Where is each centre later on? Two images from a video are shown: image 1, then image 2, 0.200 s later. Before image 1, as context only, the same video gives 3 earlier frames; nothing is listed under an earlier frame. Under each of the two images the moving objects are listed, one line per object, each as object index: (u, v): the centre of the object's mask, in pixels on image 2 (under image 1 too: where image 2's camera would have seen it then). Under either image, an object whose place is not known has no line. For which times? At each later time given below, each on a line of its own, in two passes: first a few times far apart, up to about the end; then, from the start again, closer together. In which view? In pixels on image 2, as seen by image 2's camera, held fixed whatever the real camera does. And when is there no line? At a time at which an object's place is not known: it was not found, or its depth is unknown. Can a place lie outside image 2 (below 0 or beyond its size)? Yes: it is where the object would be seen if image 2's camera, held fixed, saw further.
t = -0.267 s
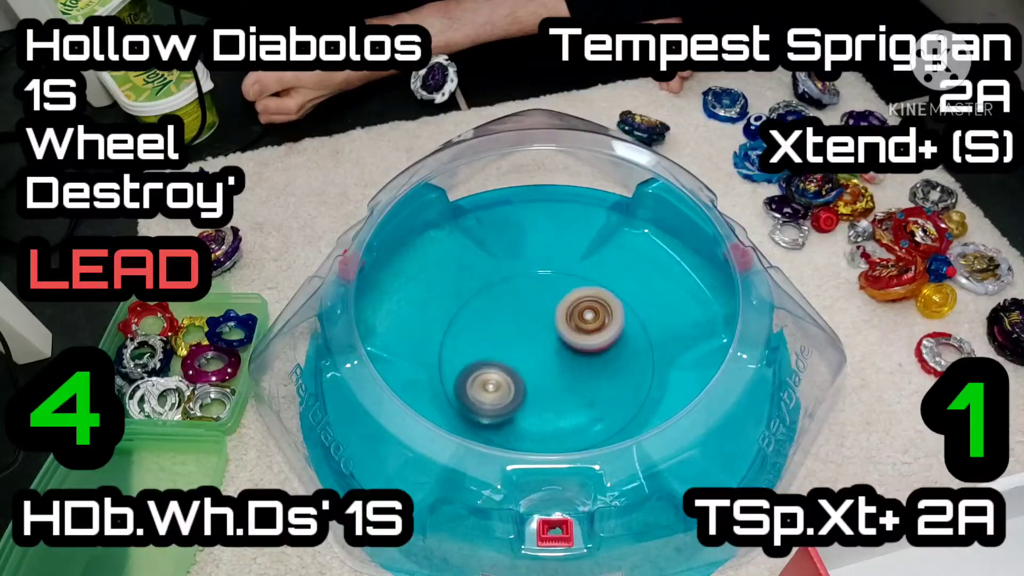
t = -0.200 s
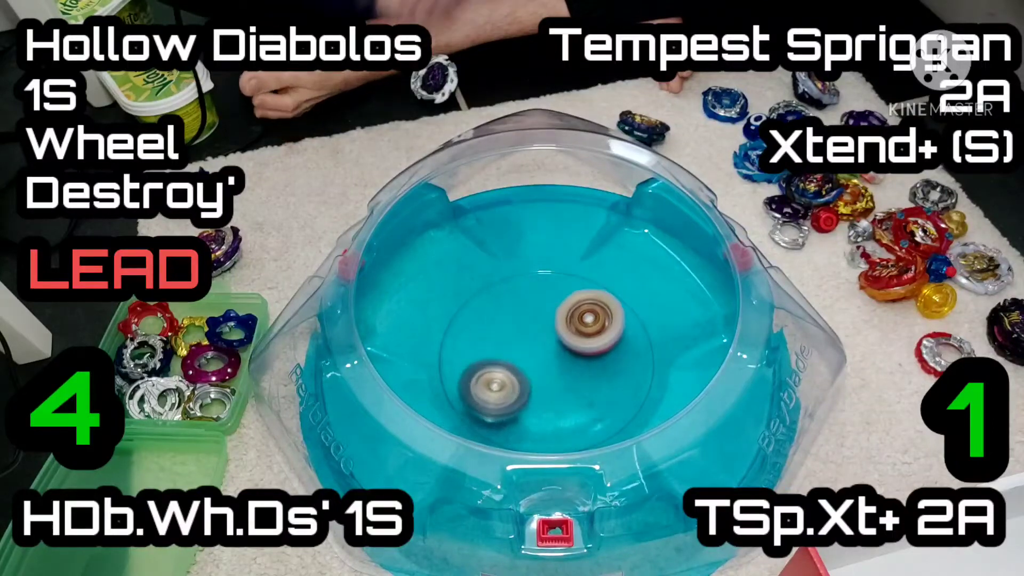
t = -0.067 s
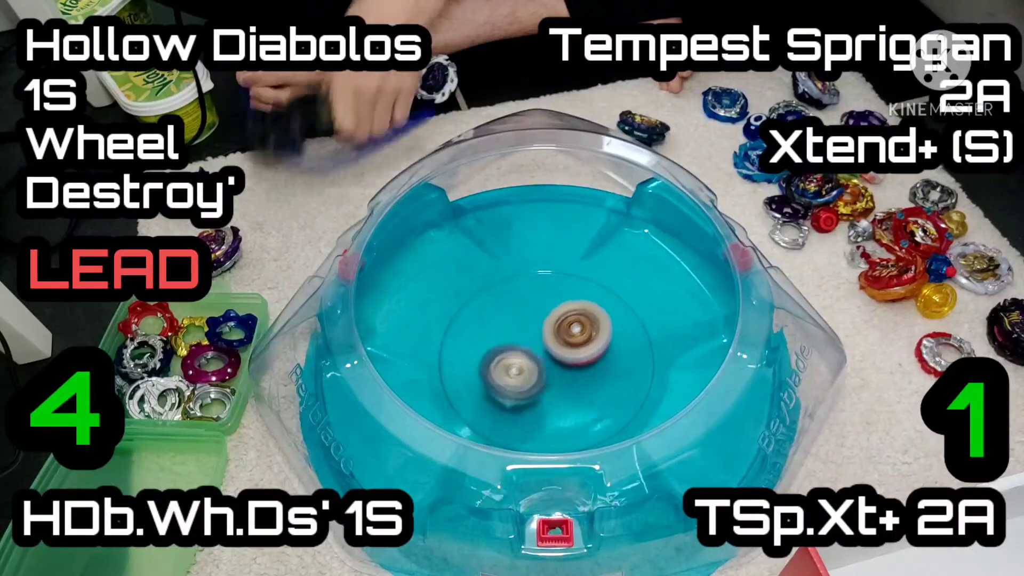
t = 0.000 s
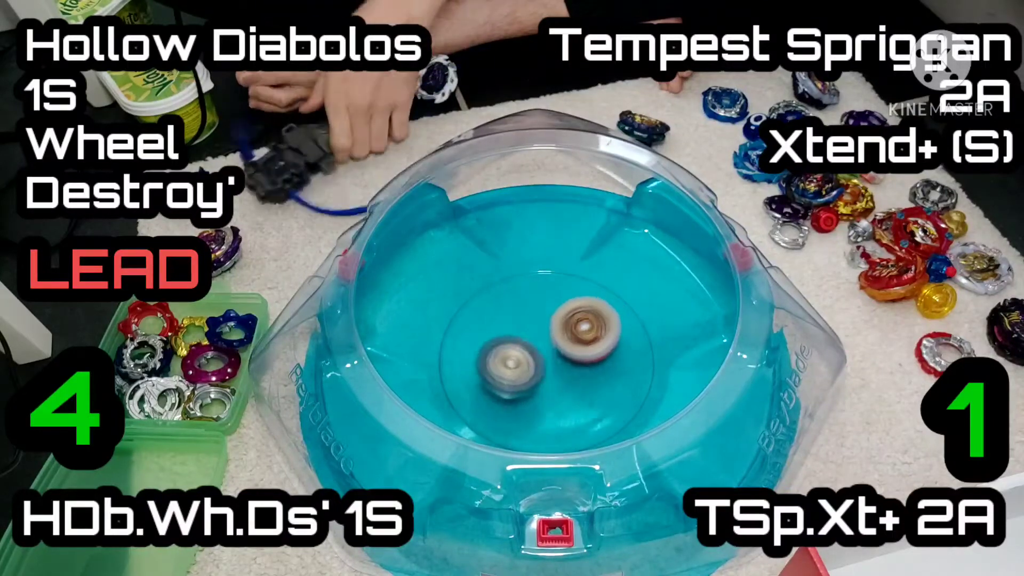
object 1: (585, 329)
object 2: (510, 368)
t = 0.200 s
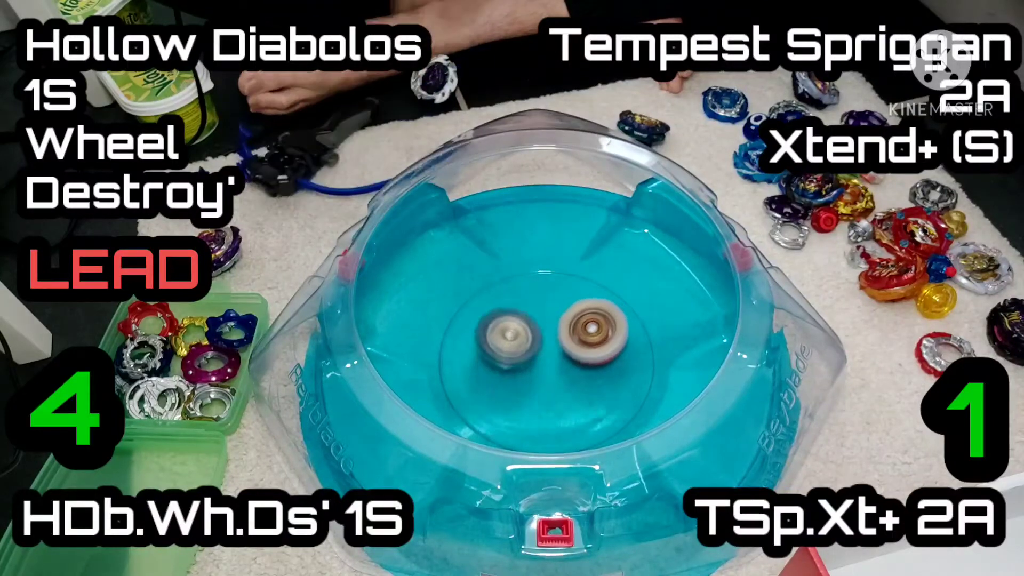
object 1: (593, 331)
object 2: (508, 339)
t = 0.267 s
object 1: (589, 335)
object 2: (509, 331)
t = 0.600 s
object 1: (578, 355)
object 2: (508, 305)
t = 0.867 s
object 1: (561, 359)
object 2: (505, 309)
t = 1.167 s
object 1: (560, 372)
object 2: (520, 313)
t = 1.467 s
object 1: (566, 389)
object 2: (517, 286)
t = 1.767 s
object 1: (571, 381)
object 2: (538, 307)
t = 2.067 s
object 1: (570, 393)
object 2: (576, 319)
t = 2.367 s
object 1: (532, 395)
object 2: (596, 314)
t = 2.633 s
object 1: (500, 371)
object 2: (573, 339)
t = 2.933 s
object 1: (476, 332)
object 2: (579, 382)
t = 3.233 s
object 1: (524, 313)
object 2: (576, 383)
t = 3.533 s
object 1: (580, 306)
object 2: (526, 369)
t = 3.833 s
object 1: (604, 337)
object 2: (501, 369)
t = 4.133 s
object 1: (587, 383)
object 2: (517, 354)
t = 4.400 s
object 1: (566, 416)
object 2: (512, 309)
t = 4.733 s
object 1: (506, 380)
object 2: (530, 306)
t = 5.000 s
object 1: (483, 332)
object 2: (569, 326)
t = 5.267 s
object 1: (516, 307)
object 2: (592, 348)
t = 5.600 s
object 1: (580, 310)
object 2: (584, 377)
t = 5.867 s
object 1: (606, 340)
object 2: (554, 400)
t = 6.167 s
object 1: (587, 379)
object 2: (512, 391)
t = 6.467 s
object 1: (553, 379)
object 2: (490, 348)
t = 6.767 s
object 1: (567, 382)
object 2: (502, 314)
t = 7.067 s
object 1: (572, 395)
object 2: (584, 318)
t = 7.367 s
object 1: (568, 393)
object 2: (622, 346)
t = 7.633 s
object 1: (498, 383)
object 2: (599, 363)
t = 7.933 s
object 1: (500, 326)
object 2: (532, 406)
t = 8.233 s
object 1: (562, 321)
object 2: (493, 364)
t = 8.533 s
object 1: (600, 366)
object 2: (515, 313)
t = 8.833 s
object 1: (563, 390)
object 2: (574, 313)
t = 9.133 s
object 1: (504, 345)
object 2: (599, 363)
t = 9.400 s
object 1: (518, 311)
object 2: (561, 403)
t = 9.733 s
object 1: (577, 342)
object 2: (493, 367)
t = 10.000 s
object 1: (579, 392)
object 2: (504, 315)
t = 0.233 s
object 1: (591, 333)
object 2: (508, 335)
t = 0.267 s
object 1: (589, 335)
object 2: (509, 331)
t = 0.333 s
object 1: (585, 338)
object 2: (510, 323)
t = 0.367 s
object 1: (584, 339)
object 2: (510, 321)
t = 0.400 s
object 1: (583, 341)
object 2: (511, 319)
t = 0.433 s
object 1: (581, 343)
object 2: (512, 317)
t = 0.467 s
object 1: (579, 344)
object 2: (512, 315)
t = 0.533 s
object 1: (576, 347)
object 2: (514, 313)
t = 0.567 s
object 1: (578, 351)
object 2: (511, 309)
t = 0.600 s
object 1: (578, 355)
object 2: (508, 305)
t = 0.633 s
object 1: (576, 357)
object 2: (506, 303)
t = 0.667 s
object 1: (574, 358)
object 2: (505, 303)
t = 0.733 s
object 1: (570, 359)
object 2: (503, 303)
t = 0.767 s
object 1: (568, 359)
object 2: (503, 304)
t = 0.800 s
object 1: (566, 359)
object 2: (503, 305)
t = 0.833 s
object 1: (564, 359)
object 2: (504, 307)
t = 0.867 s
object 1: (561, 359)
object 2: (505, 309)
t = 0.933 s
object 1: (561, 364)
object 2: (508, 311)
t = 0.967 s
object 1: (563, 369)
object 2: (509, 309)
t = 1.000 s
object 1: (563, 372)
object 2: (511, 309)
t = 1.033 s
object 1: (564, 374)
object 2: (513, 309)
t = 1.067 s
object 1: (563, 375)
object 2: (515, 310)
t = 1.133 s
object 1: (561, 374)
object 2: (517, 312)
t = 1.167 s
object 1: (560, 372)
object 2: (520, 313)
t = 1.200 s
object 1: (561, 377)
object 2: (522, 310)
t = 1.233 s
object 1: (565, 385)
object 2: (521, 301)
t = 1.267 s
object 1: (568, 392)
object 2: (520, 294)
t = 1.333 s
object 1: (570, 397)
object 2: (518, 286)
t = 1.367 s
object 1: (570, 397)
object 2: (517, 285)
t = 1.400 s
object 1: (569, 395)
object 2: (517, 285)
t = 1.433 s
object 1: (567, 392)
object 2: (517, 285)
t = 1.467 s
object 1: (566, 389)
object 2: (517, 286)
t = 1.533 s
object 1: (562, 380)
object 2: (517, 289)
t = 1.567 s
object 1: (561, 375)
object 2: (518, 293)
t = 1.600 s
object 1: (559, 371)
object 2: (521, 298)
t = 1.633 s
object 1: (558, 366)
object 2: (525, 304)
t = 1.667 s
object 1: (559, 366)
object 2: (528, 305)
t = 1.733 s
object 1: (568, 378)
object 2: (534, 305)
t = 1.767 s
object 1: (571, 381)
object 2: (538, 307)
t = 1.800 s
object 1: (572, 381)
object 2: (542, 310)
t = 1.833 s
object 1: (572, 380)
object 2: (547, 314)
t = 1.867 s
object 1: (572, 380)
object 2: (552, 317)
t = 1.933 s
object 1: (575, 391)
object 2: (561, 316)
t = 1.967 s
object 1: (574, 394)
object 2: (565, 316)
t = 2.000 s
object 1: (573, 394)
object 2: (569, 317)
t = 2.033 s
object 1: (572, 394)
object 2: (573, 318)
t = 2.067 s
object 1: (570, 393)
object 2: (576, 319)
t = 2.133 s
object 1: (567, 389)
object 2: (581, 322)
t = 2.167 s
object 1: (565, 387)
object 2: (583, 323)
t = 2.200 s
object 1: (561, 387)
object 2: (586, 323)
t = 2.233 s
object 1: (554, 392)
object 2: (592, 318)
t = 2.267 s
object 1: (548, 395)
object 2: (594, 316)
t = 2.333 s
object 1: (537, 396)
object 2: (596, 315)
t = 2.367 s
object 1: (532, 395)
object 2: (596, 314)
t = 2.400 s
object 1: (527, 393)
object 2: (595, 314)
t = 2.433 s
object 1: (522, 392)
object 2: (594, 315)
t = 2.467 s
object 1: (517, 389)
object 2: (592, 316)
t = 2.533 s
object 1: (509, 383)
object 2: (585, 323)
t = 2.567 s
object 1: (506, 379)
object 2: (581, 327)
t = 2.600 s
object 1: (503, 375)
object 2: (577, 333)
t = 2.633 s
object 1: (500, 371)
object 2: (573, 339)
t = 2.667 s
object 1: (498, 366)
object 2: (569, 346)
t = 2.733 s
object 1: (489, 357)
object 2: (570, 358)
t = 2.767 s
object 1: (482, 352)
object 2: (572, 363)
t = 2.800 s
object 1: (478, 348)
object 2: (574, 368)
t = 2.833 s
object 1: (475, 343)
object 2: (576, 372)
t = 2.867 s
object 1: (474, 339)
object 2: (577, 376)
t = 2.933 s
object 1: (476, 332)
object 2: (579, 382)
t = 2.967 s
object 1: (480, 330)
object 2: (580, 384)
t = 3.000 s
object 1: (484, 327)
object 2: (581, 385)
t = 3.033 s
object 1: (489, 325)
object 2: (581, 385)
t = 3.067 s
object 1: (494, 323)
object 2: (581, 385)
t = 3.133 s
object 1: (506, 319)
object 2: (580, 385)
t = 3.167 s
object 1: (512, 317)
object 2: (580, 385)
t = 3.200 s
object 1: (518, 315)
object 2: (578, 384)
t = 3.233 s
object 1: (524, 313)
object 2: (576, 383)
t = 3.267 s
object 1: (530, 312)
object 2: (574, 382)
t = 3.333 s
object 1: (542, 310)
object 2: (566, 377)
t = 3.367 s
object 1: (549, 309)
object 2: (562, 375)
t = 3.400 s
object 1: (555, 308)
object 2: (556, 372)
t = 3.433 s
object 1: (561, 308)
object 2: (549, 370)
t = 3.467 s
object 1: (567, 307)
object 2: (540, 369)
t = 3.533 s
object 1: (580, 306)
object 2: (526, 369)
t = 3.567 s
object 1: (585, 307)
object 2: (520, 369)
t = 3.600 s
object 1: (590, 309)
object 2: (515, 369)
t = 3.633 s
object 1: (594, 311)
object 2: (510, 369)
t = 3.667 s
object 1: (598, 314)
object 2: (507, 370)
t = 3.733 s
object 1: (602, 322)
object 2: (503, 370)
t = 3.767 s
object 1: (603, 327)
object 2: (502, 370)
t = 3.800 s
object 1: (604, 332)
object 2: (501, 369)
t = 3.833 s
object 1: (604, 337)
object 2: (501, 369)
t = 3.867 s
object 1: (604, 342)
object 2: (500, 369)
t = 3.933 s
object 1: (602, 352)
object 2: (501, 368)
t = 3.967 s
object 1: (600, 357)
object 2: (502, 367)
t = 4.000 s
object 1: (598, 363)
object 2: (505, 365)
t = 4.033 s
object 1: (596, 368)
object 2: (507, 363)
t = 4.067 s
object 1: (594, 373)
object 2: (510, 360)
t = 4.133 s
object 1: (587, 383)
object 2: (517, 354)
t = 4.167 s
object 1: (586, 389)
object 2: (519, 348)
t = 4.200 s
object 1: (587, 398)
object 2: (518, 340)
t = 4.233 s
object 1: (587, 404)
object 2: (515, 331)
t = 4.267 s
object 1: (585, 409)
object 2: (514, 325)
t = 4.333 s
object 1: (576, 415)
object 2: (511, 315)
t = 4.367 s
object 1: (571, 416)
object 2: (512, 312)
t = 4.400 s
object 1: (566, 416)
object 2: (512, 309)
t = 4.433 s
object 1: (560, 415)
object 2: (512, 308)
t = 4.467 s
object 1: (554, 413)
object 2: (512, 306)
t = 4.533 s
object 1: (543, 407)
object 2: (514, 305)
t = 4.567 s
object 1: (537, 403)
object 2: (516, 305)
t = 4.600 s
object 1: (530, 400)
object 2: (517, 304)
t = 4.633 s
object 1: (524, 395)
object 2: (520, 303)
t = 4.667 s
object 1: (517, 391)
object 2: (522, 304)
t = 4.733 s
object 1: (506, 380)
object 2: (530, 306)
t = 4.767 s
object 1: (500, 375)
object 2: (533, 306)
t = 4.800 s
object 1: (495, 369)
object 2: (538, 308)
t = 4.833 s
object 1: (491, 362)
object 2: (542, 310)
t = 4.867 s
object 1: (488, 356)
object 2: (548, 314)
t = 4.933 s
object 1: (484, 344)
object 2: (560, 321)
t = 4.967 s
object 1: (483, 338)
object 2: (565, 322)
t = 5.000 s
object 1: (483, 332)
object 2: (569, 326)
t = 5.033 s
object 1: (485, 328)
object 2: (574, 330)
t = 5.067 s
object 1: (487, 323)
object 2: (579, 333)
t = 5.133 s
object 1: (494, 316)
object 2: (585, 337)
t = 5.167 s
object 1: (499, 313)
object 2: (586, 340)
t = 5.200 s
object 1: (504, 311)
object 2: (589, 344)
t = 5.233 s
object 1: (510, 309)
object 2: (591, 346)
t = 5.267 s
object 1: (516, 307)
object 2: (592, 348)
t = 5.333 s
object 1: (528, 305)
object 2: (593, 353)
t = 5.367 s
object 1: (534, 305)
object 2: (594, 355)
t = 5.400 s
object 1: (541, 304)
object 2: (594, 357)
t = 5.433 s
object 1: (548, 305)
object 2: (593, 359)
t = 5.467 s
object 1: (555, 306)
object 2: (591, 362)
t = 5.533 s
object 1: (568, 308)
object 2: (589, 367)
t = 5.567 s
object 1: (575, 309)
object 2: (587, 372)
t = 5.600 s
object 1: (580, 310)
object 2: (584, 377)
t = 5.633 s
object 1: (585, 312)
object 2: (582, 382)
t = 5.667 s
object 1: (589, 316)
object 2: (580, 386)
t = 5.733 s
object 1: (595, 323)
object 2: (574, 390)
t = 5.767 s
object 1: (598, 328)
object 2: (571, 391)
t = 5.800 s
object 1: (600, 333)
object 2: (568, 393)
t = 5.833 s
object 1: (601, 338)
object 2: (562, 396)
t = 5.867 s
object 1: (606, 340)
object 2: (554, 400)
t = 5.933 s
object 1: (609, 346)
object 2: (537, 405)
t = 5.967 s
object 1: (608, 351)
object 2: (533, 406)
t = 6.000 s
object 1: (606, 356)
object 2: (527, 405)
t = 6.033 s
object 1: (603, 360)
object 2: (523, 403)
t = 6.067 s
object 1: (600, 365)
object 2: (520, 401)
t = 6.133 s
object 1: (591, 376)
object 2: (516, 395)
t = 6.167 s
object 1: (587, 379)
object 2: (512, 391)
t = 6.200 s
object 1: (584, 383)
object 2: (507, 387)
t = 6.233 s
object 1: (581, 384)
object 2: (503, 383)
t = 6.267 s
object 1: (579, 385)
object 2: (496, 377)
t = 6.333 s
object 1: (574, 385)
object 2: (489, 366)
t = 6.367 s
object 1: (569, 384)
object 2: (487, 361)
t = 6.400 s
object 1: (564, 383)
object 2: (486, 356)
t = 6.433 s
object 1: (559, 381)
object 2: (488, 353)
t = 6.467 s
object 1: (553, 379)
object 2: (490, 348)
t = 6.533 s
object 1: (561, 385)
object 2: (481, 332)
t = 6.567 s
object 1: (564, 386)
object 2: (480, 325)
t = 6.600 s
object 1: (564, 387)
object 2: (480, 319)
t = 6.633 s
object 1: (563, 386)
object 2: (482, 315)
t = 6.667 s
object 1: (564, 384)
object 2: (486, 313)
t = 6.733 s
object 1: (566, 383)
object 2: (495, 312)
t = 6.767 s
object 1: (567, 382)
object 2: (502, 314)
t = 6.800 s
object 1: (567, 381)
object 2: (509, 313)
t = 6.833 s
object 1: (568, 381)
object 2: (515, 316)
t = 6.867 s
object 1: (568, 380)
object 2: (525, 320)
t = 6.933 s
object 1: (569, 379)
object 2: (539, 323)
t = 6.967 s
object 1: (570, 380)
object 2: (550, 324)
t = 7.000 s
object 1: (571, 387)
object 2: (561, 321)
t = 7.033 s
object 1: (572, 392)
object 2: (574, 321)
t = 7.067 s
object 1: (572, 395)
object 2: (584, 318)
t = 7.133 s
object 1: (574, 395)
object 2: (603, 321)
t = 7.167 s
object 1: (574, 394)
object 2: (608, 321)
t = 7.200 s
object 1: (575, 393)
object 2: (611, 325)
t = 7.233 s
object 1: (575, 392)
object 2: (616, 329)
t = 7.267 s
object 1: (576, 392)
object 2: (618, 332)
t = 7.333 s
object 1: (576, 390)
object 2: (620, 341)
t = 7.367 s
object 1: (568, 393)
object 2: (622, 346)
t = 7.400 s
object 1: (549, 398)
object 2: (633, 345)
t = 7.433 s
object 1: (533, 400)
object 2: (636, 344)
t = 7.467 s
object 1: (522, 400)
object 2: (635, 346)
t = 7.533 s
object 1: (507, 394)
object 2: (625, 350)
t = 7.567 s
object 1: (503, 391)
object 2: (619, 352)
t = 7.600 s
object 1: (499, 387)
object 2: (608, 359)
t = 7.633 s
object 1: (498, 383)
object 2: (599, 363)
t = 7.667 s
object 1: (495, 378)
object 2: (589, 369)
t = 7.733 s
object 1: (496, 367)
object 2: (568, 379)
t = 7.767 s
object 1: (491, 359)
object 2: (562, 387)
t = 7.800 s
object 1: (487, 350)
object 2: (558, 393)
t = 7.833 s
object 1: (488, 342)
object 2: (551, 401)
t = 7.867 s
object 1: (492, 336)
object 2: (546, 403)
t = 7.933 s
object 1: (500, 326)
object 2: (532, 406)
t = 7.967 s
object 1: (506, 323)
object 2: (524, 405)
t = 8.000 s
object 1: (512, 320)
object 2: (519, 403)
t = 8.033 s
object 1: (518, 318)
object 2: (512, 400)
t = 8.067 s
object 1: (525, 316)
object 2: (509, 395)
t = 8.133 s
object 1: (539, 316)
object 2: (502, 384)
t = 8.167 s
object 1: (547, 317)
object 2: (497, 378)
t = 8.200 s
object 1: (555, 319)
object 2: (496, 372)
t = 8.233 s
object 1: (562, 321)
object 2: (493, 364)
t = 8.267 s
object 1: (569, 325)
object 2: (493, 357)
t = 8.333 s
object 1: (583, 334)
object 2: (493, 343)
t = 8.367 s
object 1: (588, 339)
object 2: (495, 338)
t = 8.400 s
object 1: (592, 344)
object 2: (497, 331)
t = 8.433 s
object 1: (596, 349)
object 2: (501, 328)
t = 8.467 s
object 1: (599, 356)
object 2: (505, 322)
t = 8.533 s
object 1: (600, 366)
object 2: (515, 313)
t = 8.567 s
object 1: (600, 372)
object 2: (522, 312)
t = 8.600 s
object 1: (599, 376)
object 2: (527, 308)
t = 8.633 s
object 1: (596, 380)
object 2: (535, 307)
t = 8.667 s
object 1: (592, 384)
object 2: (540, 306)
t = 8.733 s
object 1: (583, 389)
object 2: (554, 307)
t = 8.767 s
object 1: (576, 391)
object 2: (561, 306)
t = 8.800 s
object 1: (570, 391)
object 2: (568, 310)
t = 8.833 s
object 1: (563, 390)
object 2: (574, 313)
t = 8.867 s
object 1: (554, 389)
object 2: (579, 317)
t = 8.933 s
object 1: (539, 382)
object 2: (590, 326)
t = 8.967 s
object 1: (531, 377)
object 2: (592, 332)
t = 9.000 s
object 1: (523, 372)
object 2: (597, 336)
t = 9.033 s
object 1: (517, 366)
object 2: (598, 345)
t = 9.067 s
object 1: (510, 358)
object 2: (601, 350)
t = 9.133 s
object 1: (504, 345)
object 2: (599, 363)
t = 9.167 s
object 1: (502, 338)
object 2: (599, 372)
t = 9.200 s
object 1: (501, 333)
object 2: (595, 378)
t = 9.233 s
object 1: (502, 326)
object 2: (593, 384)
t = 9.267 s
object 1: (503, 321)
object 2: (586, 390)
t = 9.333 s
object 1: (510, 315)
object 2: (575, 399)
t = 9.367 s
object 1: (513, 312)
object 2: (568, 401)
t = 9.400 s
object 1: (518, 311)
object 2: (561, 403)
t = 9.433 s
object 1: (523, 310)
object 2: (552, 405)
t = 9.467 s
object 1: (527, 310)
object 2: (545, 403)
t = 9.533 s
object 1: (539, 313)
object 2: (528, 400)
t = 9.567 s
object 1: (545, 316)
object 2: (522, 396)
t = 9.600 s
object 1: (553, 319)
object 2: (512, 392)
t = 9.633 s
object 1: (559, 323)
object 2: (507, 386)
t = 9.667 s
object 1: (566, 329)
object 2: (500, 380)
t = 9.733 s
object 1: (577, 342)
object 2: (493, 367)
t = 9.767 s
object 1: (581, 348)
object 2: (488, 359)
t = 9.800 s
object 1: (584, 356)
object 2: (486, 351)
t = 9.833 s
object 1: (587, 363)
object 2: (487, 345)
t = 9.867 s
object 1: (588, 370)
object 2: (487, 336)
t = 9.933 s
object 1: (584, 382)
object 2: (494, 327)
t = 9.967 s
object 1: (582, 388)
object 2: (498, 319)
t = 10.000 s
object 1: (579, 392)
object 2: (504, 315)
